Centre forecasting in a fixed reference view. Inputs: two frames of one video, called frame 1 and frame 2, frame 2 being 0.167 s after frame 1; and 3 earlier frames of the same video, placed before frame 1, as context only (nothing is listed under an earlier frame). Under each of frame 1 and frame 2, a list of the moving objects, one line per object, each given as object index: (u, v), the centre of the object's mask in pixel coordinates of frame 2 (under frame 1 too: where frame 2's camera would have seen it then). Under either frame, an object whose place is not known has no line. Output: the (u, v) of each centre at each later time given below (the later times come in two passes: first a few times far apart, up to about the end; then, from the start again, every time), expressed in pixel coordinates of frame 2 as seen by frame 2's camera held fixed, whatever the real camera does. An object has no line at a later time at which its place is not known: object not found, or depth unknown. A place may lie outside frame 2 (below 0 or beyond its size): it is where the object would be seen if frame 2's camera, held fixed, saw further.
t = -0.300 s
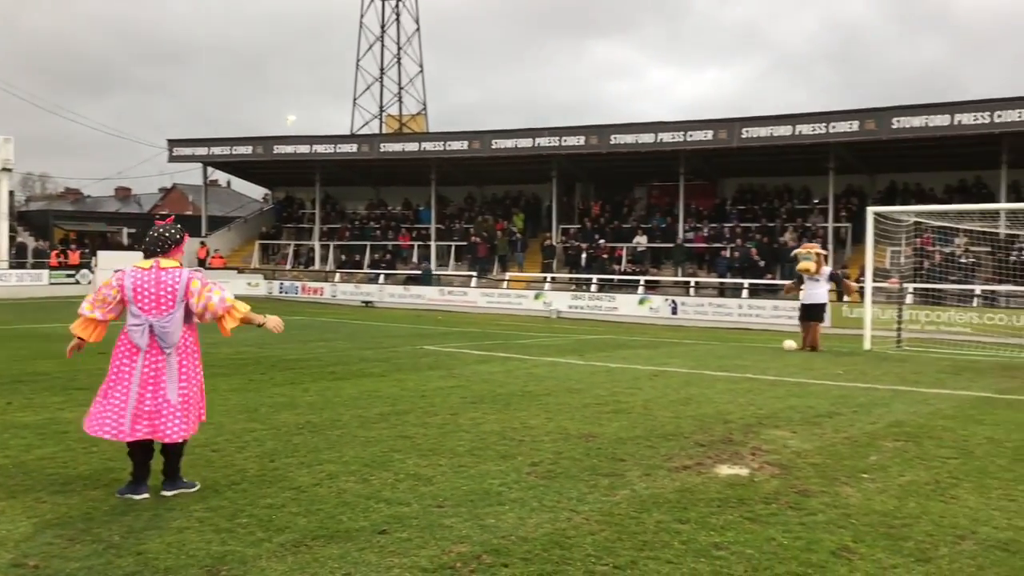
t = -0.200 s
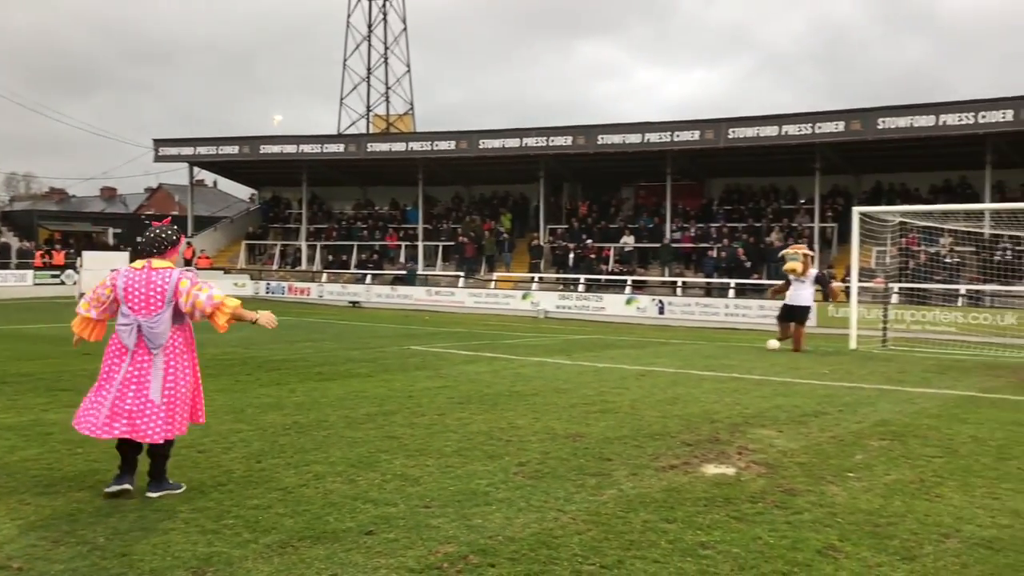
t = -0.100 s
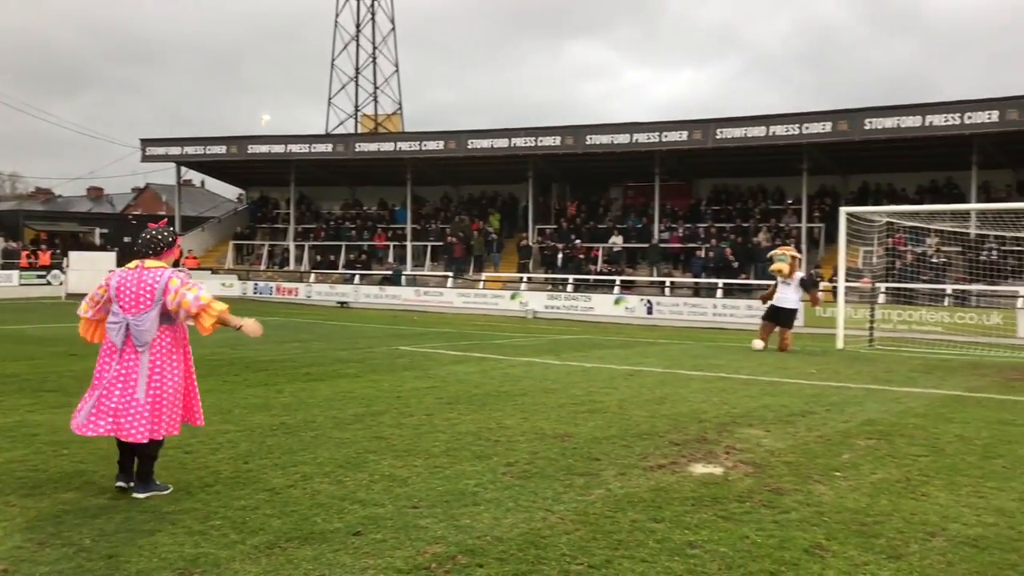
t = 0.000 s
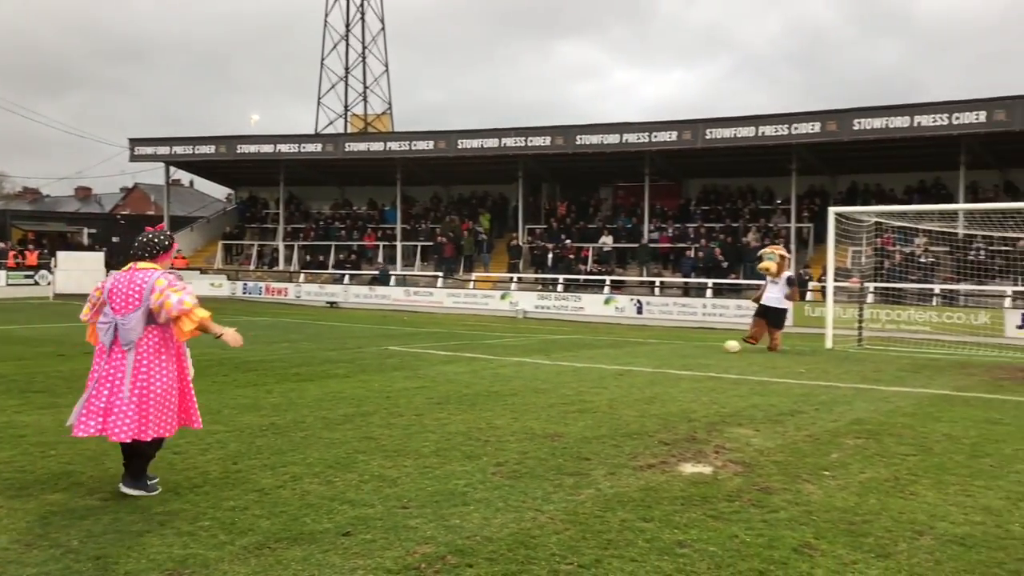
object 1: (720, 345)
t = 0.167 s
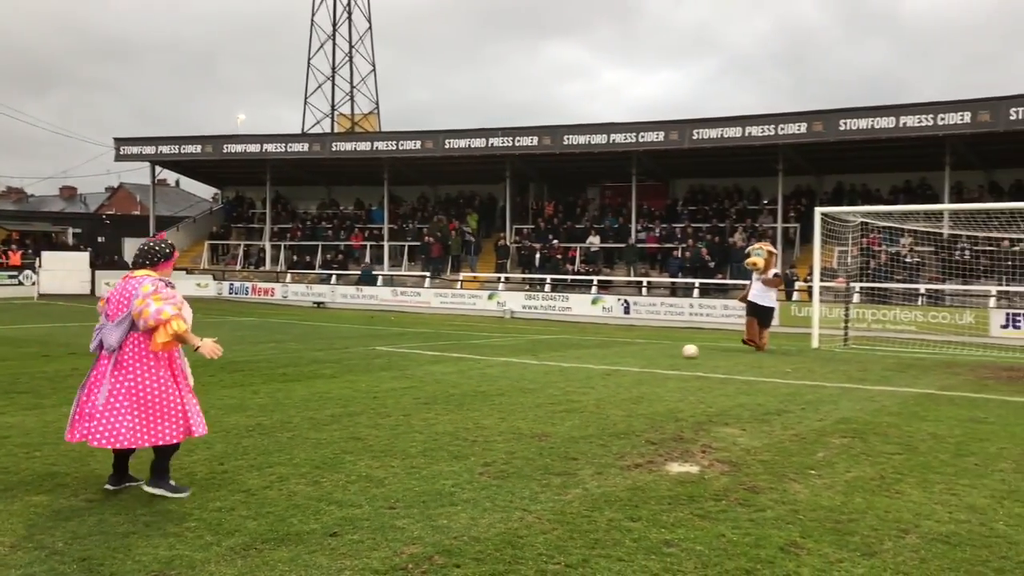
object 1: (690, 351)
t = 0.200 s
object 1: (684, 352)
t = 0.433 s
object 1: (643, 359)
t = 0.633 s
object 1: (607, 365)
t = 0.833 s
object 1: (570, 372)
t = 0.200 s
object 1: (684, 352)
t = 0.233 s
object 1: (678, 353)
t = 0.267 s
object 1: (672, 352)
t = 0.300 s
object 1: (666, 352)
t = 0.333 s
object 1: (661, 353)
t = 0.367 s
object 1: (655, 354)
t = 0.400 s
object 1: (649, 357)
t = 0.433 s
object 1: (643, 359)
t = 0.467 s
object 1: (637, 359)
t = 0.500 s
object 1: (631, 360)
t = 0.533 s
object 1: (625, 361)
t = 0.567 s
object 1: (619, 363)
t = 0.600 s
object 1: (613, 364)
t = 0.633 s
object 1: (607, 365)
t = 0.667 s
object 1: (601, 367)
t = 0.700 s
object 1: (595, 367)
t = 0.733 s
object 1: (588, 368)
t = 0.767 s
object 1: (582, 369)
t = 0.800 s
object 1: (576, 371)
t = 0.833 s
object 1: (570, 372)
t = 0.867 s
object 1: (563, 373)
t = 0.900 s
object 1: (557, 375)
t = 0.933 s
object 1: (550, 377)
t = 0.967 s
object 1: (543, 378)
